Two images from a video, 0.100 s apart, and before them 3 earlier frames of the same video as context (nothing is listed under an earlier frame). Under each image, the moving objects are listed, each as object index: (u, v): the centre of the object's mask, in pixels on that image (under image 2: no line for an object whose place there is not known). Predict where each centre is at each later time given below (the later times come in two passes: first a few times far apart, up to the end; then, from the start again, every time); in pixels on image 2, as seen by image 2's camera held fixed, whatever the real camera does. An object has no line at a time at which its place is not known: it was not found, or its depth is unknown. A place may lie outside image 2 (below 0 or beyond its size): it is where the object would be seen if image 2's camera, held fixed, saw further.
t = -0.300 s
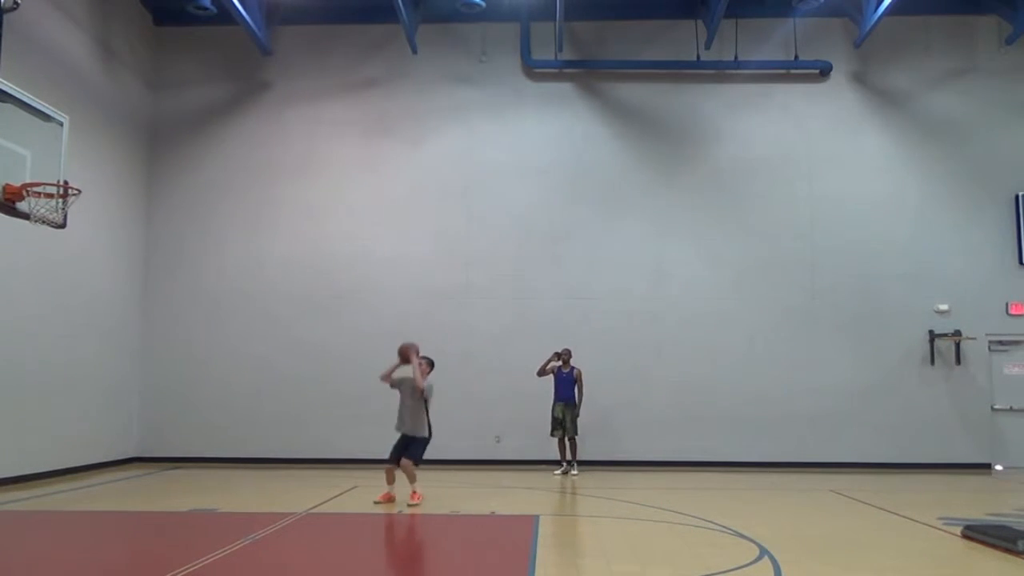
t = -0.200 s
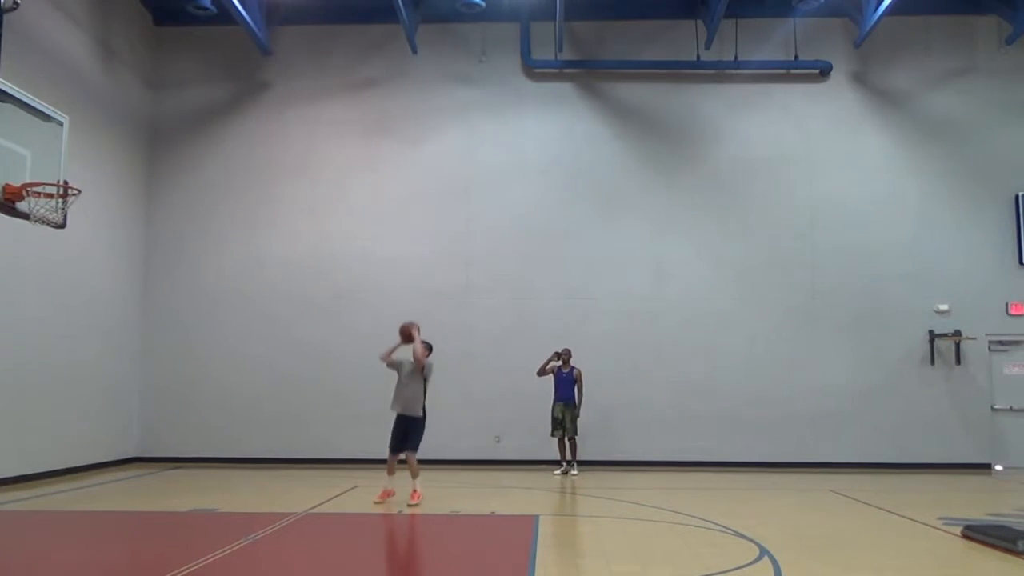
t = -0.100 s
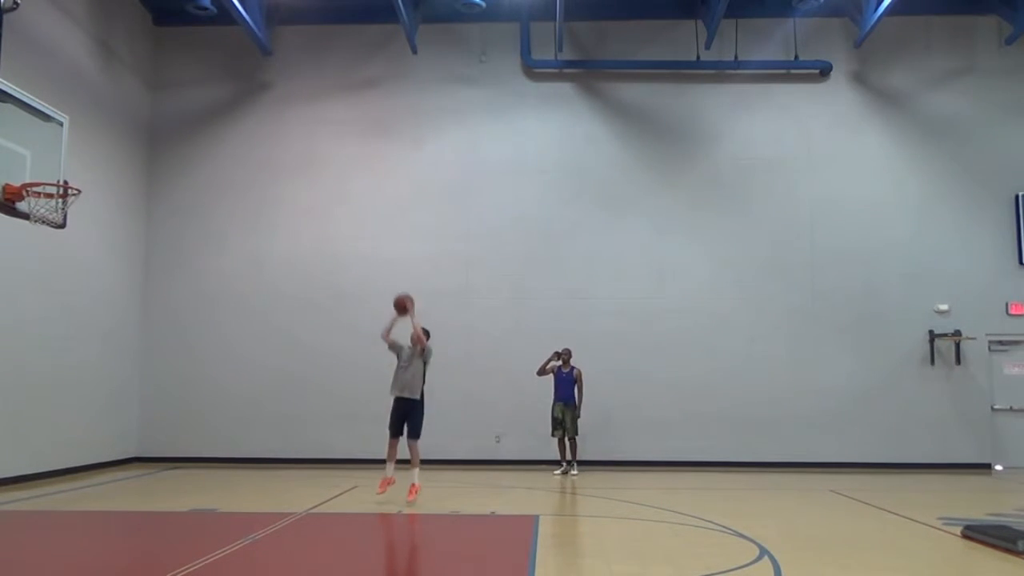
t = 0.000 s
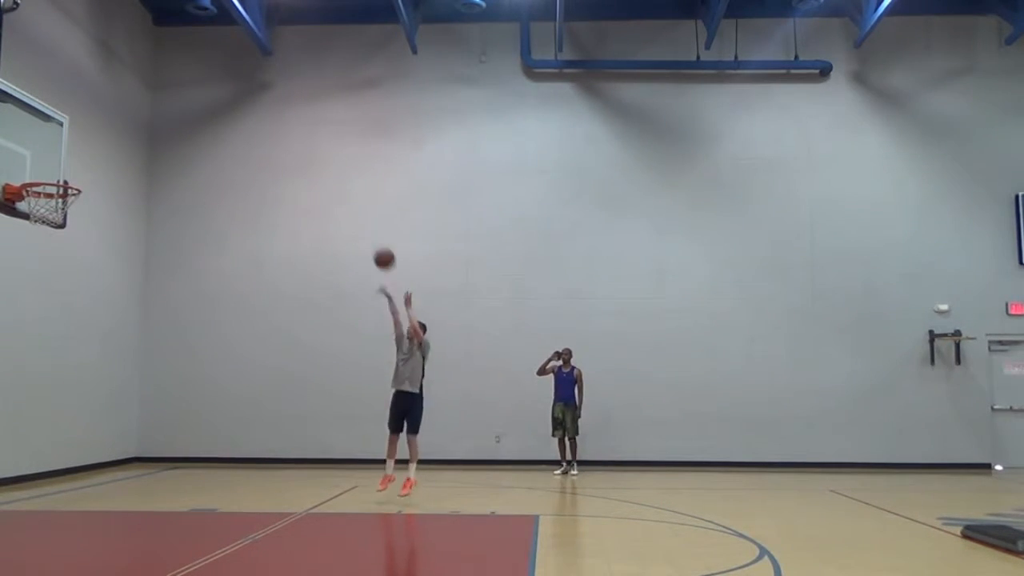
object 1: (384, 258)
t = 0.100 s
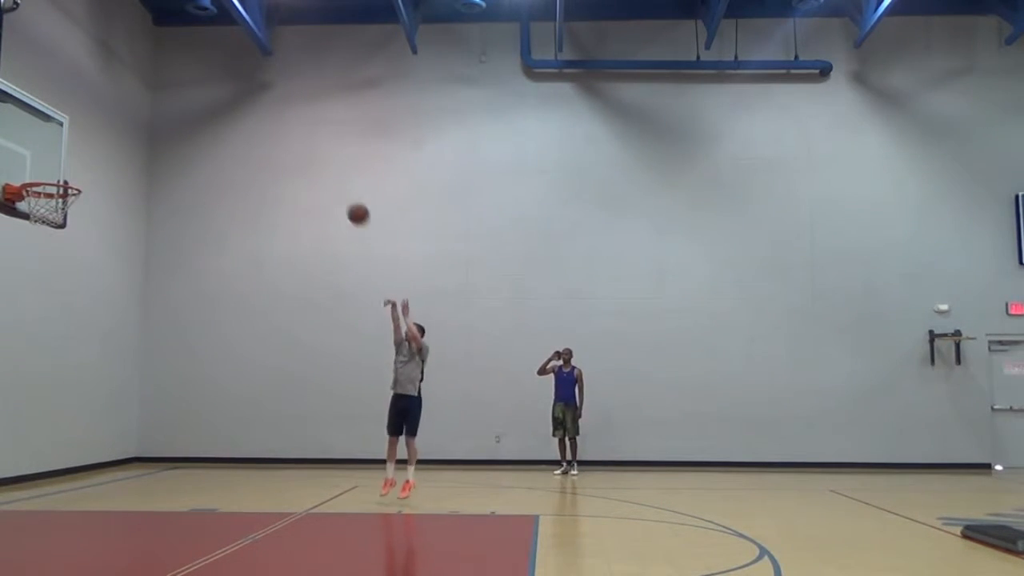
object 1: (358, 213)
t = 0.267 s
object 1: (312, 155)
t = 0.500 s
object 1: (242, 109)
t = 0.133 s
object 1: (349, 200)
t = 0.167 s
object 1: (340, 188)
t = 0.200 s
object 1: (331, 176)
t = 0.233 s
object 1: (321, 165)
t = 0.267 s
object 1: (312, 155)
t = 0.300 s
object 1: (302, 146)
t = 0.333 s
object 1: (293, 138)
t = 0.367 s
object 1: (283, 130)
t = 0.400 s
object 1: (273, 124)
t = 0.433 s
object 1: (262, 117)
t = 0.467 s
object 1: (253, 113)
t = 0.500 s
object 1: (242, 109)
